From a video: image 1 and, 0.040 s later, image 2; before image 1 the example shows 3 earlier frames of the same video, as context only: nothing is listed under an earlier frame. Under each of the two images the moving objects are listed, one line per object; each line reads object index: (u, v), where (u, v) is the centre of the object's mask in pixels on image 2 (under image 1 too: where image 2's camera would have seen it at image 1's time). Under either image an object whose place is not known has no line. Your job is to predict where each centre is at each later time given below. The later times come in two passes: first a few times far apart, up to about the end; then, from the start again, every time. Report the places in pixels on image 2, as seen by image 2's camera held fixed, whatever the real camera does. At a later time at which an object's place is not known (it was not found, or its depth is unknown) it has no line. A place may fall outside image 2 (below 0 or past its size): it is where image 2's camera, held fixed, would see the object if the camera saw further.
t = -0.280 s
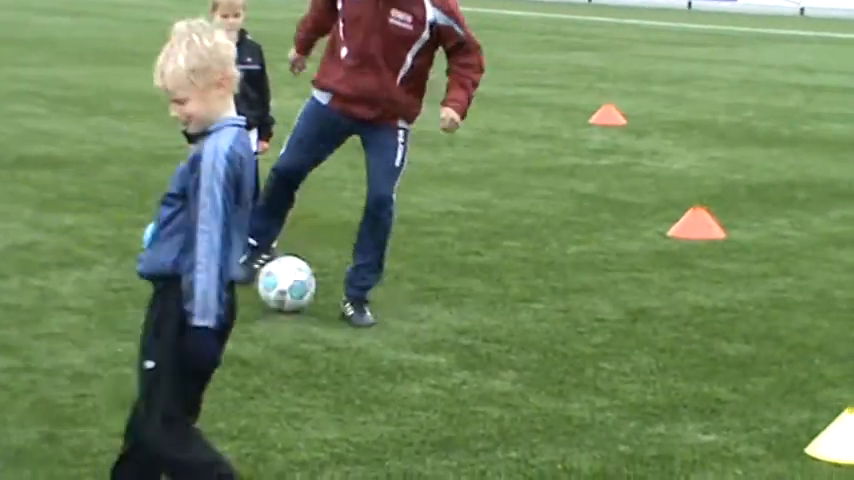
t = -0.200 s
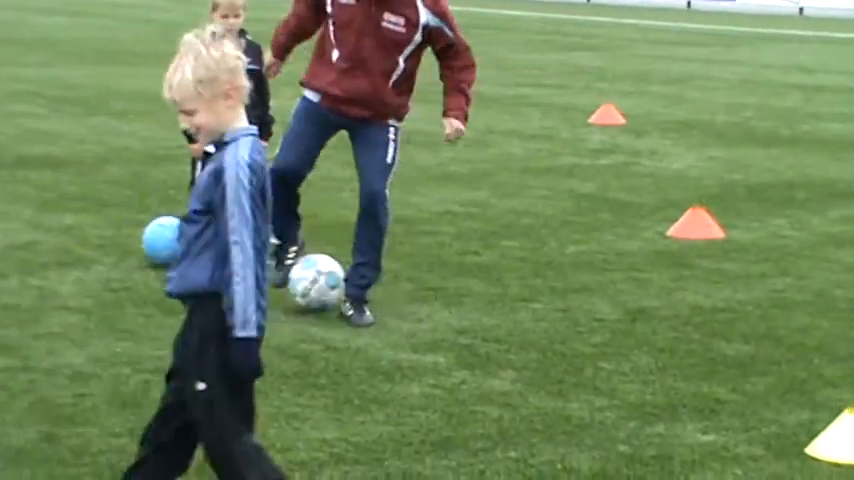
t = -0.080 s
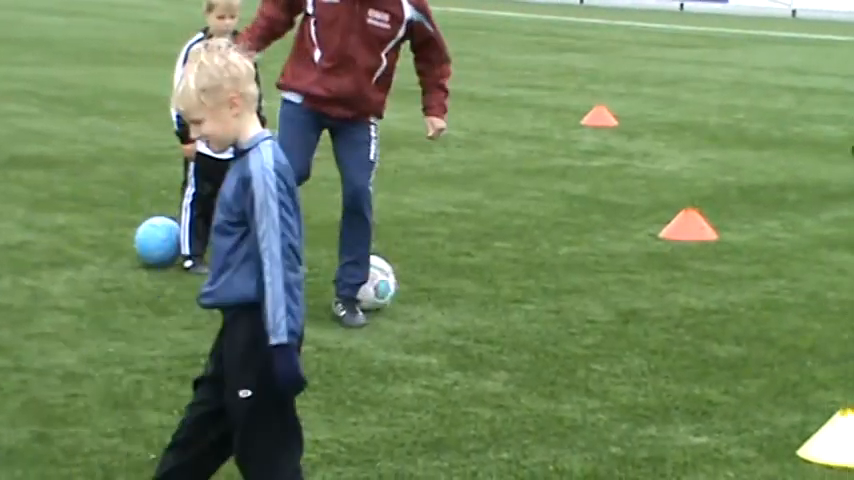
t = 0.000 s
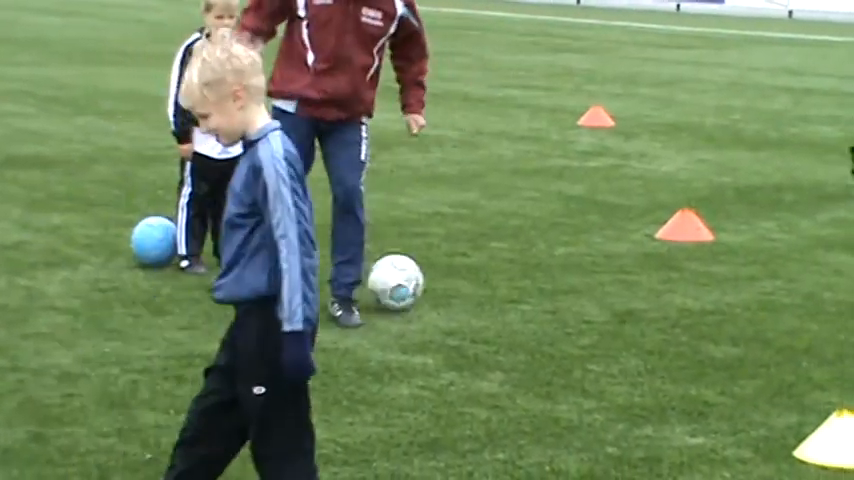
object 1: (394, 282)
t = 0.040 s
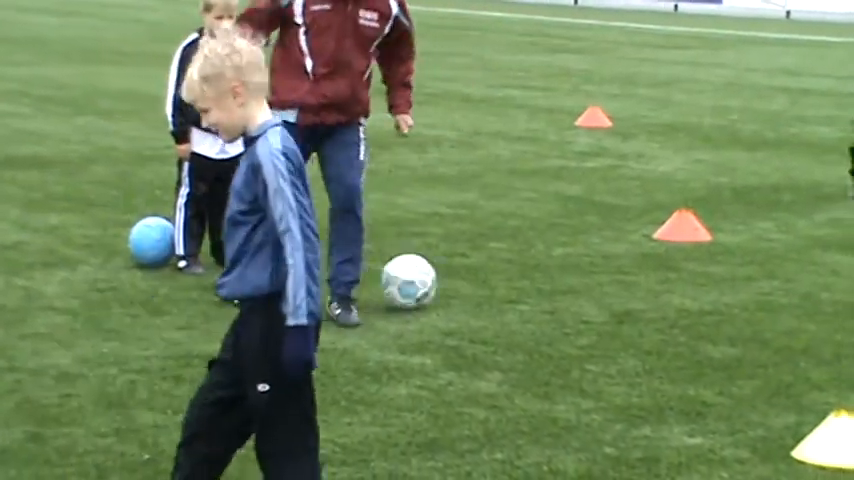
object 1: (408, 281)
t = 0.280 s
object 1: (495, 280)
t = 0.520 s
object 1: (574, 278)
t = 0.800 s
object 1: (656, 276)
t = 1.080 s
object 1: (730, 273)
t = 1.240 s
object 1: (768, 272)
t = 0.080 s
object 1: (423, 281)
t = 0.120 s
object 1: (437, 281)
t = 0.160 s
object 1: (452, 281)
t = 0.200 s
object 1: (466, 279)
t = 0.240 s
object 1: (480, 280)
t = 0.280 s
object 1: (495, 280)
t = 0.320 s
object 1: (509, 279)
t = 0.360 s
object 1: (522, 278)
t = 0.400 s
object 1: (536, 278)
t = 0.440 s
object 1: (548, 278)
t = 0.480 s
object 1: (562, 278)
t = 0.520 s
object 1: (574, 278)
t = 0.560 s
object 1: (586, 277)
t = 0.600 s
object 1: (598, 277)
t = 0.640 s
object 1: (610, 276)
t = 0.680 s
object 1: (622, 276)
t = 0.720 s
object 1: (633, 276)
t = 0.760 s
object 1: (645, 276)
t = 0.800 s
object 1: (656, 276)
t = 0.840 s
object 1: (667, 276)
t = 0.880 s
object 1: (678, 275)
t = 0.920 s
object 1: (689, 274)
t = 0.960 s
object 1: (699, 274)
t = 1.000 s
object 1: (709, 275)
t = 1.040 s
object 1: (720, 274)
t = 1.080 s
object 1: (730, 273)
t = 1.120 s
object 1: (740, 274)
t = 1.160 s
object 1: (749, 273)
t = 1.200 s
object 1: (758, 273)
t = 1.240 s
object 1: (768, 272)
